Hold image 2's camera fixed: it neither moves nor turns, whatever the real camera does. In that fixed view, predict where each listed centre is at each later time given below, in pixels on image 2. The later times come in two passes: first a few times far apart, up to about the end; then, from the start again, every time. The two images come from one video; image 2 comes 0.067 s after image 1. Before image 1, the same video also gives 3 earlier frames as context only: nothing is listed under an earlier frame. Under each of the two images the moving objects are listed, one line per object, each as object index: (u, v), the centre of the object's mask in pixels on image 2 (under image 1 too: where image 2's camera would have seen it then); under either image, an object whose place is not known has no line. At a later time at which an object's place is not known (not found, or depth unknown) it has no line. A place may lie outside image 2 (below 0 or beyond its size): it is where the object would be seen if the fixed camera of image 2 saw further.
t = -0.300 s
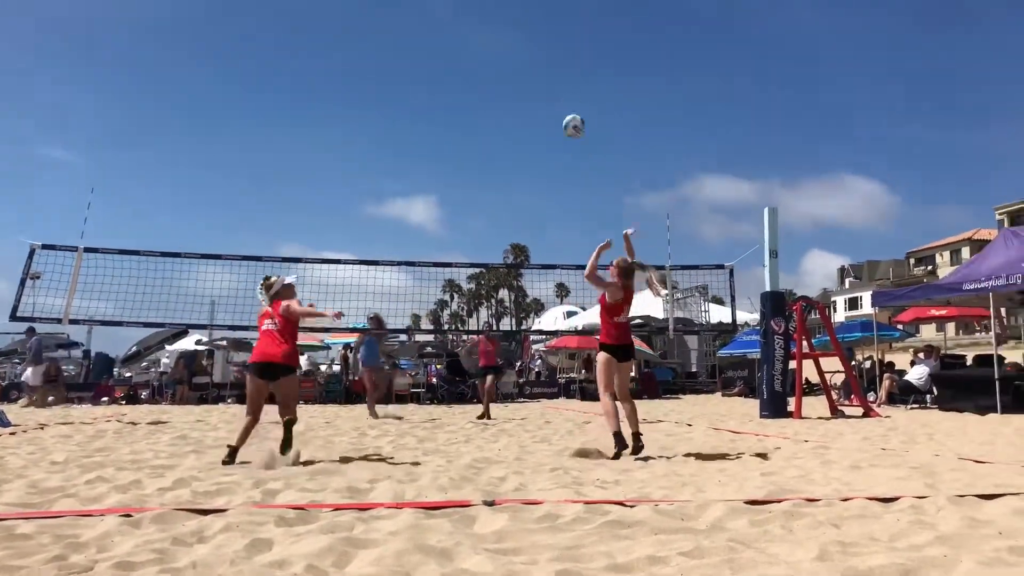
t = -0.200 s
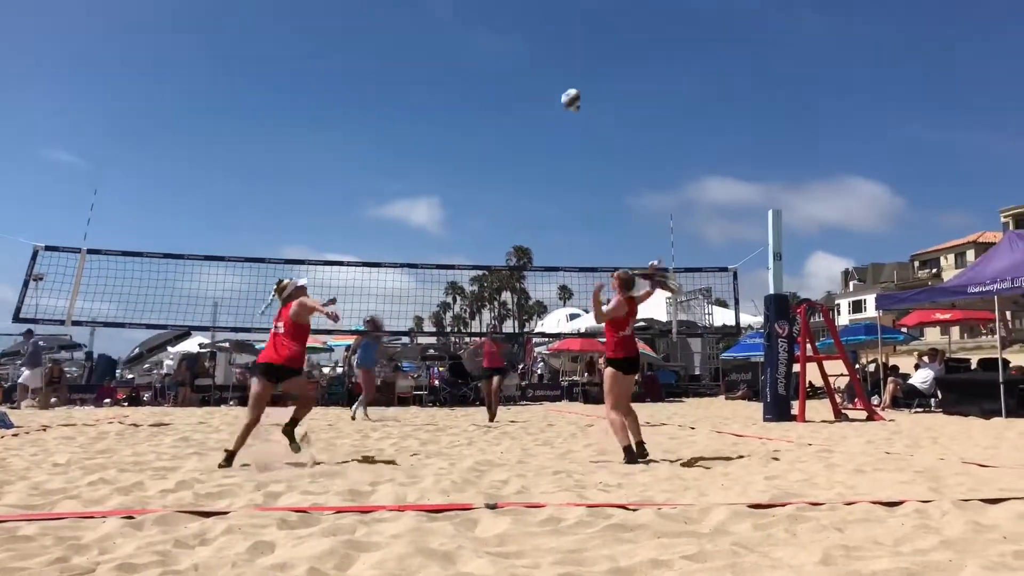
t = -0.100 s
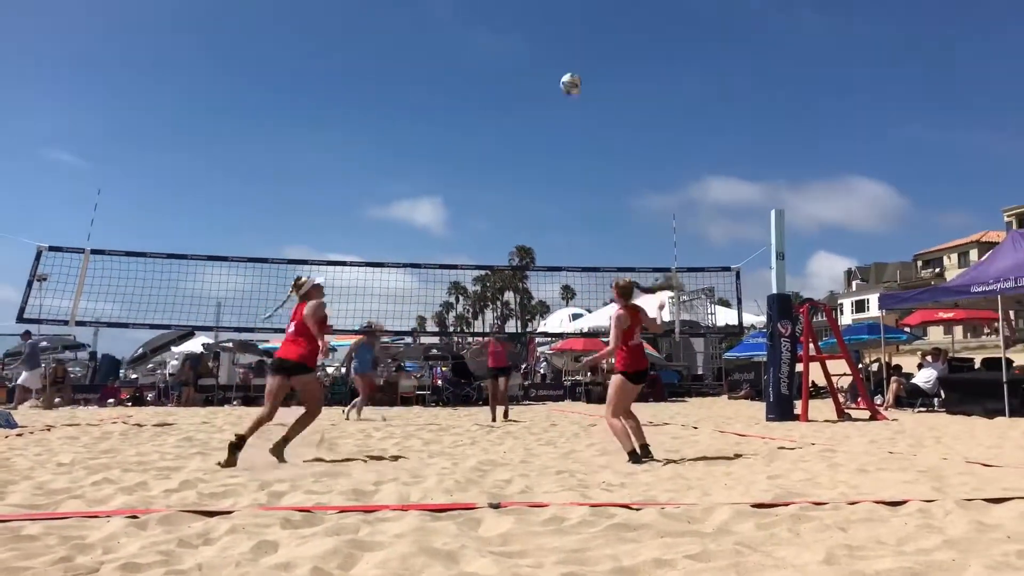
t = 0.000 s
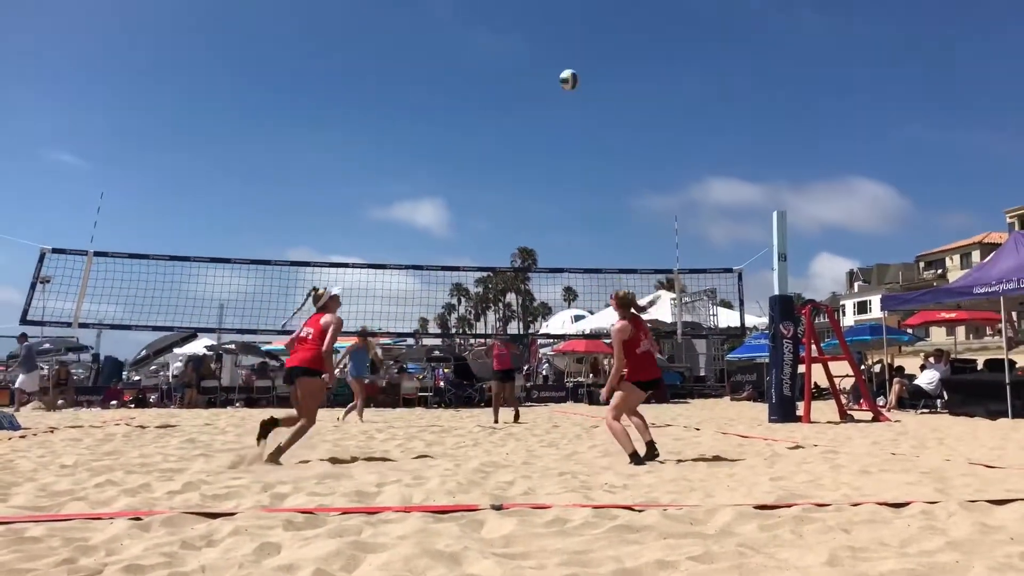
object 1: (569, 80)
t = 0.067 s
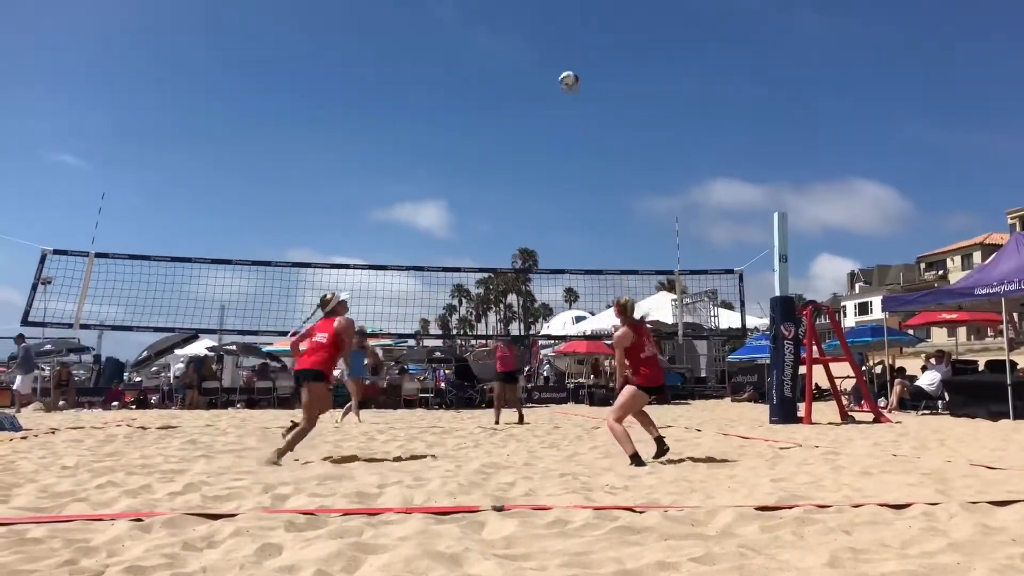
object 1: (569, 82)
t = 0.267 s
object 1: (565, 108)
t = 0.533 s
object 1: (563, 185)
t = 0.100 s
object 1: (567, 83)
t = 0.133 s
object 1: (567, 87)
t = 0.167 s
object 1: (566, 91)
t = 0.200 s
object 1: (566, 95)
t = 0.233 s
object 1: (565, 101)
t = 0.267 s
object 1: (565, 108)
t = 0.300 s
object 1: (564, 114)
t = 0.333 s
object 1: (563, 122)
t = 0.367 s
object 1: (565, 130)
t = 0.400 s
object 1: (564, 140)
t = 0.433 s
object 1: (563, 150)
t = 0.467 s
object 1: (564, 161)
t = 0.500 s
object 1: (564, 173)
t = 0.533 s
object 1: (563, 185)
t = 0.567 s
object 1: (564, 198)
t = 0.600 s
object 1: (562, 212)
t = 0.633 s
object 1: (564, 227)
